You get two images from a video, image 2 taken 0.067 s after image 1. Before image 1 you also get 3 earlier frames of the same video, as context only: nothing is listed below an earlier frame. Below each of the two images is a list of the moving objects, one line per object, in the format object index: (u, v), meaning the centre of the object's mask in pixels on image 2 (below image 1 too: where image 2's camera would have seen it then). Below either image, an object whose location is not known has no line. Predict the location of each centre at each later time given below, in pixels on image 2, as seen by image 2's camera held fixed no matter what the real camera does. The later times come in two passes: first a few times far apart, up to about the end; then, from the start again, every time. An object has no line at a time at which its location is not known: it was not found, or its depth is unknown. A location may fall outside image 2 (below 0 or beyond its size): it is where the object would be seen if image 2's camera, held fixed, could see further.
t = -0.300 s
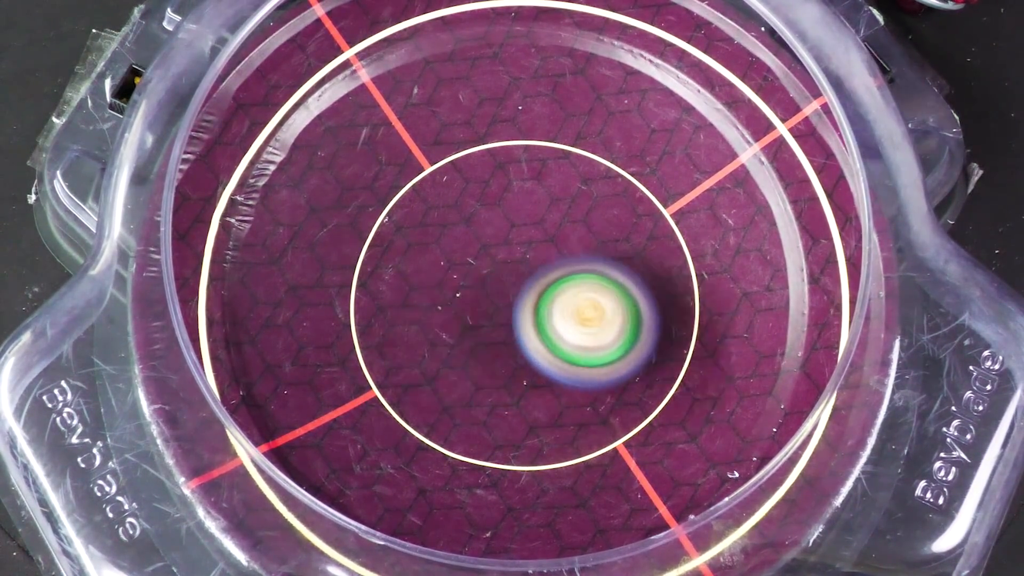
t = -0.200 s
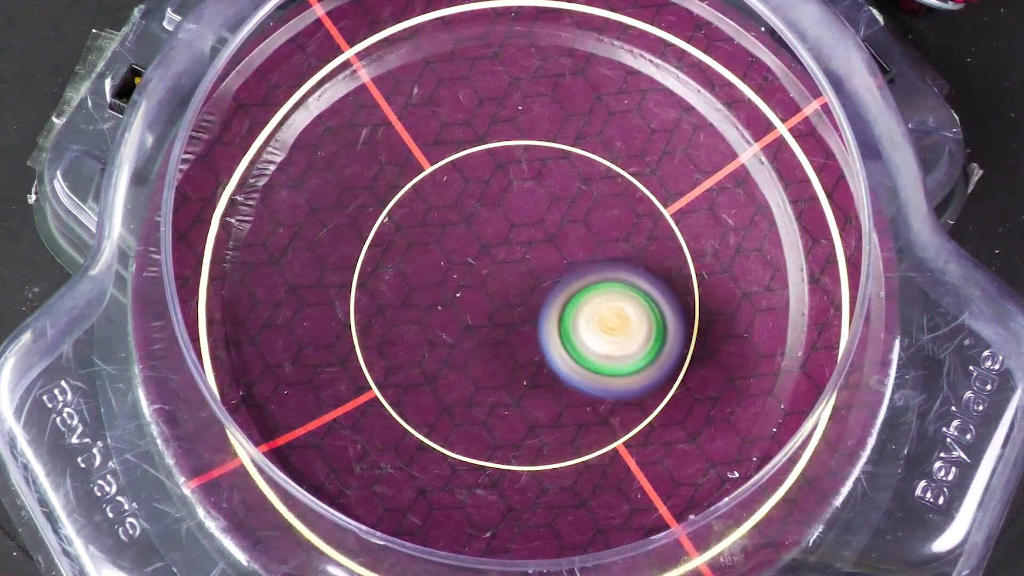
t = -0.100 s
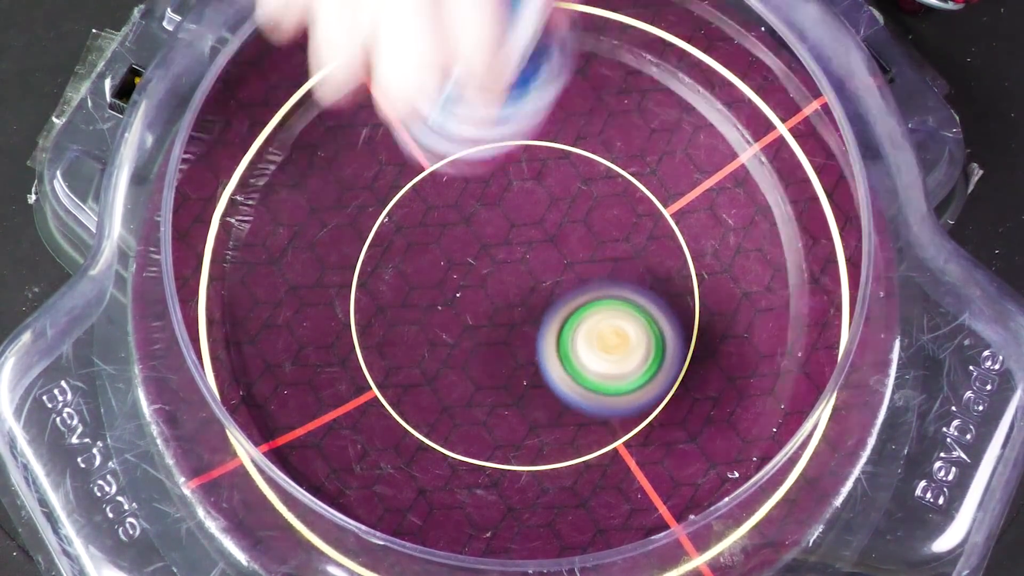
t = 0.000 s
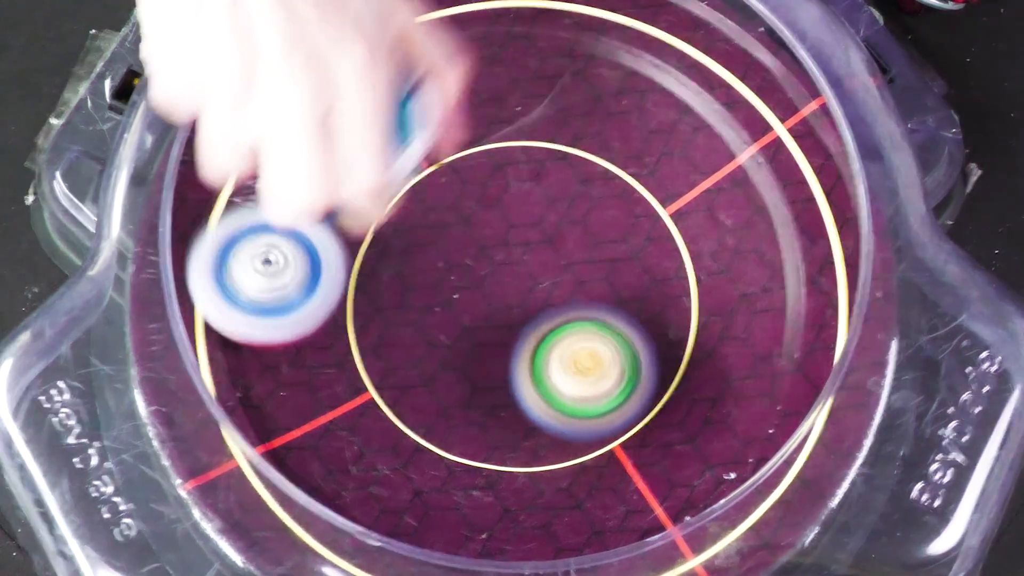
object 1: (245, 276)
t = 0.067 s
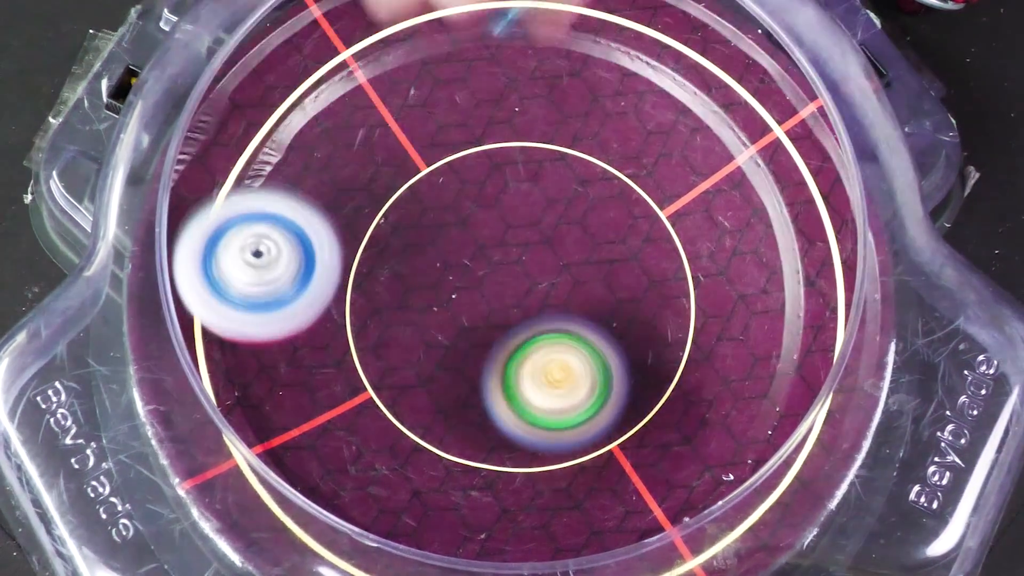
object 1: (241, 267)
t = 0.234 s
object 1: (296, 285)
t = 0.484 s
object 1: (437, 72)
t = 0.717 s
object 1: (724, 228)
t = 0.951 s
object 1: (509, 391)
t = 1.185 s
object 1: (301, 154)
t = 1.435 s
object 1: (619, 50)
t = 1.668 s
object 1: (773, 354)
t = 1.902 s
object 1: (361, 452)
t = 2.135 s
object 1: (250, 114)
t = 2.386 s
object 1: (603, 35)
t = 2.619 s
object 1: (720, 358)
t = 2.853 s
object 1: (376, 484)
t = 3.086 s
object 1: (243, 181)
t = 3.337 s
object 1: (587, 72)
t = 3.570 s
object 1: (714, 388)
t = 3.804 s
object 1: (398, 491)
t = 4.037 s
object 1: (296, 191)
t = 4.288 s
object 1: (614, 96)
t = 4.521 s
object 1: (729, 386)
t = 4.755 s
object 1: (427, 479)
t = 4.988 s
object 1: (332, 200)
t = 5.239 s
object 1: (604, 90)
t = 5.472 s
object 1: (695, 355)
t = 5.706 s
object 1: (408, 425)
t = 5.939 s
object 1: (340, 175)
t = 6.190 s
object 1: (591, 106)
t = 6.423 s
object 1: (709, 350)
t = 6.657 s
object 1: (488, 483)
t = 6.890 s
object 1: (328, 306)
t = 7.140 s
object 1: (459, 122)
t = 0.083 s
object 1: (240, 271)
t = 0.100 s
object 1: (241, 276)
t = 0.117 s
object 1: (243, 285)
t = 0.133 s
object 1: (246, 296)
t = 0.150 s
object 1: (249, 309)
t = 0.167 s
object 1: (256, 324)
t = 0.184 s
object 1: (264, 317)
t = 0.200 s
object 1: (273, 304)
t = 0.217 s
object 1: (284, 293)
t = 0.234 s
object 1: (296, 285)
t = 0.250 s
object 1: (308, 281)
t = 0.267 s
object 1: (322, 275)
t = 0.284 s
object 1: (341, 264)
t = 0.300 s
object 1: (363, 251)
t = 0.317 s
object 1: (364, 230)
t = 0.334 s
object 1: (362, 209)
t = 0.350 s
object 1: (360, 189)
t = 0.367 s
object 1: (362, 167)
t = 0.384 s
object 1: (365, 146)
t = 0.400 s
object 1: (372, 129)
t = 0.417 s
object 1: (380, 112)
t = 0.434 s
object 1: (391, 100)
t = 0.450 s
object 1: (405, 88)
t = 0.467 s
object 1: (419, 78)
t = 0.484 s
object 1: (437, 72)
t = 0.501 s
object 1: (455, 68)
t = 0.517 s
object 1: (475, 64)
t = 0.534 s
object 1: (498, 66)
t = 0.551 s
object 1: (519, 67)
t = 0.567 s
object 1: (546, 73)
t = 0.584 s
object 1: (569, 80)
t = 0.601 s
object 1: (595, 92)
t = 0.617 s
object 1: (622, 106)
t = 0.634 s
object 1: (646, 126)
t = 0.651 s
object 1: (670, 148)
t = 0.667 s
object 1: (690, 169)
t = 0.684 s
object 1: (708, 193)
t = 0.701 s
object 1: (722, 216)
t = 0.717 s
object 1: (724, 228)
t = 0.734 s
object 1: (722, 239)
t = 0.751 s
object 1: (720, 251)
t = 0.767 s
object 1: (715, 265)
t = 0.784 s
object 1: (708, 281)
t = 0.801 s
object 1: (699, 301)
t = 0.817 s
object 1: (688, 319)
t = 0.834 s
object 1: (676, 334)
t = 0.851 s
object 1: (660, 355)
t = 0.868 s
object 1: (642, 373)
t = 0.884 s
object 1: (621, 392)
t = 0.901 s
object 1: (597, 401)
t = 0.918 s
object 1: (570, 401)
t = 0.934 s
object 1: (540, 399)
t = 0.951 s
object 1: (509, 391)
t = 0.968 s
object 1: (482, 385)
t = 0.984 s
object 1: (455, 377)
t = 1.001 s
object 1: (428, 364)
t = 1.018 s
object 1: (405, 350)
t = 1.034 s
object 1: (381, 331)
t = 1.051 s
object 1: (365, 311)
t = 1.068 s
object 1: (342, 291)
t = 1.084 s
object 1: (329, 277)
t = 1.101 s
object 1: (318, 255)
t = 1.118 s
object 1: (311, 233)
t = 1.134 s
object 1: (306, 211)
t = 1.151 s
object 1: (300, 195)
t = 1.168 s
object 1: (300, 173)
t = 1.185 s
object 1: (301, 154)
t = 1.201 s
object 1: (307, 131)
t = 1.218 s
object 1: (316, 112)
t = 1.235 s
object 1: (327, 94)
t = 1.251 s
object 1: (340, 78)
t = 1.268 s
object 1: (357, 63)
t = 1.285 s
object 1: (376, 51)
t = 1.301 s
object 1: (398, 43)
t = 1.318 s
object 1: (419, 40)
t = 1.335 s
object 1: (444, 37)
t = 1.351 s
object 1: (470, 36)
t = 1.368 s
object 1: (497, 38)
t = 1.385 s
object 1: (523, 40)
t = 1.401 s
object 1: (550, 42)
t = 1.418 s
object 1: (581, 44)
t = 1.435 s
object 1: (619, 50)
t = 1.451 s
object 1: (647, 53)
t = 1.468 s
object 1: (678, 62)
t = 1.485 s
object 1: (711, 73)
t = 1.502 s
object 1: (736, 88)
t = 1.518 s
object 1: (759, 109)
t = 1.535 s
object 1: (773, 134)
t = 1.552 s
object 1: (784, 158)
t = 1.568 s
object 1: (791, 189)
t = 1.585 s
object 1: (798, 215)
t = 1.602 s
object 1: (799, 245)
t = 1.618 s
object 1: (797, 275)
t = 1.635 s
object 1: (793, 299)
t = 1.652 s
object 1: (784, 329)
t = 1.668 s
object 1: (773, 354)
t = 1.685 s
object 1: (756, 381)
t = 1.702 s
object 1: (746, 399)
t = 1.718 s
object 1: (725, 422)
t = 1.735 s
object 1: (702, 438)
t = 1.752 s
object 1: (657, 460)
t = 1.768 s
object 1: (627, 473)
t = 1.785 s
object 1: (595, 481)
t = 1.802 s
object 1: (561, 487)
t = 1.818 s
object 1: (527, 493)
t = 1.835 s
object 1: (492, 494)
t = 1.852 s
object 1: (460, 489)
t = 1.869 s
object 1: (426, 481)
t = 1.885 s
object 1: (393, 469)
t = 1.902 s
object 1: (361, 452)
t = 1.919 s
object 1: (334, 436)
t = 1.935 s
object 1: (312, 415)
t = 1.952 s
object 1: (285, 397)
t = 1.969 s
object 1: (269, 375)
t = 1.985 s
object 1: (252, 351)
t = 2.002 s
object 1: (237, 323)
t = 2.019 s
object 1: (226, 296)
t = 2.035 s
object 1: (219, 269)
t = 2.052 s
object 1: (217, 246)
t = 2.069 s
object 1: (215, 216)
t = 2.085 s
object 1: (221, 187)
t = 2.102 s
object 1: (229, 163)
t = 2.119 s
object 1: (241, 138)
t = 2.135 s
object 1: (250, 114)
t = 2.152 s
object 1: (263, 93)
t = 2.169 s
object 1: (280, 71)
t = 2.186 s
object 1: (296, 50)
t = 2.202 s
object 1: (314, 39)
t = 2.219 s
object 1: (335, 32)
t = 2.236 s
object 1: (362, 28)
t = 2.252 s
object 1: (391, 25)
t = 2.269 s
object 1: (416, 22)
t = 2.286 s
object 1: (443, 20)
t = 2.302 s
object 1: (470, 19)
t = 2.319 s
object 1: (498, 19)
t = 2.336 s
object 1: (529, 25)
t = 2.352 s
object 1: (557, 27)
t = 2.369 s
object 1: (572, 28)
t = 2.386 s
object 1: (603, 35)
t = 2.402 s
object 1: (623, 41)
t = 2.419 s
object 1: (642, 47)
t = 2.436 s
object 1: (660, 57)
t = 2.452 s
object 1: (680, 72)
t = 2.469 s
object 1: (696, 94)
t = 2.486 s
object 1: (710, 123)
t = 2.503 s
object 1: (721, 152)
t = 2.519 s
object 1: (731, 179)
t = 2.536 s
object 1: (736, 207)
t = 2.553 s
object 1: (742, 238)
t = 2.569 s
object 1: (741, 267)
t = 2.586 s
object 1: (739, 295)
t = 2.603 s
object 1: (731, 331)
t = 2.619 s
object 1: (720, 358)
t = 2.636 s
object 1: (707, 387)
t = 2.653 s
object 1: (692, 409)
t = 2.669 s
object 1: (675, 431)
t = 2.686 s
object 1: (654, 449)
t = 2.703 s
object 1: (633, 467)
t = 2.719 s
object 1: (608, 482)
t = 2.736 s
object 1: (581, 494)
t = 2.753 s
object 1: (552, 502)
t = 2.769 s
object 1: (523, 508)
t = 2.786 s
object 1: (493, 510)
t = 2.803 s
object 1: (463, 508)
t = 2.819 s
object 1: (433, 503)
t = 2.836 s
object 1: (404, 496)
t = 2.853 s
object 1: (376, 484)
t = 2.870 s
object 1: (351, 473)
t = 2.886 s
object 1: (327, 460)
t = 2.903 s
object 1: (306, 442)
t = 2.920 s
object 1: (287, 424)
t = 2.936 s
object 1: (270, 403)
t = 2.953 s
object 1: (255, 381)
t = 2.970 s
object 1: (242, 358)
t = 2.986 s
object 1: (232, 336)
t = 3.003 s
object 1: (223, 306)
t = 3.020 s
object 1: (220, 284)
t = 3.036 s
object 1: (219, 257)
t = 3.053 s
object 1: (222, 230)
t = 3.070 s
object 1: (230, 204)
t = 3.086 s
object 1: (243, 181)
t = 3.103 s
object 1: (258, 157)
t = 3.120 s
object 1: (274, 136)
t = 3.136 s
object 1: (295, 116)
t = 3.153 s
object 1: (314, 98)
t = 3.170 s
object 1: (336, 83)
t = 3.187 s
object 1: (359, 70)
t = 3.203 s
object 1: (384, 59)
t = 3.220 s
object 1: (411, 54)
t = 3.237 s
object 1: (436, 50)
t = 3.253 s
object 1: (461, 49)
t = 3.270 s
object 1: (488, 50)
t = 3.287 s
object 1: (514, 53)
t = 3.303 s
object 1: (538, 56)
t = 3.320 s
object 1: (563, 62)
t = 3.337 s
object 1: (587, 72)
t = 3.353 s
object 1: (610, 82)
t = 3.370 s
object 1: (631, 95)
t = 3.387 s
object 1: (652, 111)
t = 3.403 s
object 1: (671, 132)
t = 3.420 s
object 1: (687, 154)
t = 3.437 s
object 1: (702, 178)
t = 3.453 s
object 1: (714, 200)
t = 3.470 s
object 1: (724, 227)
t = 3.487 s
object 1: (732, 256)
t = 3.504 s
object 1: (734, 282)
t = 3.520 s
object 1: (735, 309)
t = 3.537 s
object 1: (731, 339)
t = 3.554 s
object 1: (725, 364)
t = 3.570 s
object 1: (714, 388)
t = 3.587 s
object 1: (702, 410)
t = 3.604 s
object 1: (689, 434)
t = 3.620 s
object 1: (671, 451)
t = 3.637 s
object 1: (652, 468)
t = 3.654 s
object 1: (632, 477)
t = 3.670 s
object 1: (607, 493)
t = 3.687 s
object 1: (583, 503)
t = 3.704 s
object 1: (558, 510)
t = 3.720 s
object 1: (531, 514)
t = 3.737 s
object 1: (505, 514)
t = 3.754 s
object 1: (478, 513)
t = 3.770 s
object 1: (451, 508)
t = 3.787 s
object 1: (424, 500)
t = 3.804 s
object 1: (398, 491)
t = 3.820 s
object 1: (373, 477)
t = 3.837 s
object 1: (351, 461)
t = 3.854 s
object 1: (330, 444)
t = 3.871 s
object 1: (314, 427)
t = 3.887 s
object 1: (295, 407)
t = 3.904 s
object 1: (282, 381)
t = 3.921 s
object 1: (273, 358)
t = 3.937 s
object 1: (268, 334)
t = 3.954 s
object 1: (264, 309)
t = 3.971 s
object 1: (265, 284)
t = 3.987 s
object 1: (268, 261)
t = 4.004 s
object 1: (274, 238)
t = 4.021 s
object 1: (284, 212)
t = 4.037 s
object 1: (296, 191)
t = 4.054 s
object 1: (308, 173)
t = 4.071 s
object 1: (323, 154)
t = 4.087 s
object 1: (339, 137)
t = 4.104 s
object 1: (357, 123)
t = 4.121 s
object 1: (378, 109)
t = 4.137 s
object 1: (401, 98)
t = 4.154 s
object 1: (423, 89)
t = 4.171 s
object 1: (446, 81)
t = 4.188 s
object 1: (470, 76)
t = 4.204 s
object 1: (493, 76)
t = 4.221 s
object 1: (517, 75)
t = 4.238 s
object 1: (541, 75)
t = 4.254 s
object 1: (565, 80)
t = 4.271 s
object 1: (587, 87)
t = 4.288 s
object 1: (614, 96)
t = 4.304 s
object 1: (633, 108)
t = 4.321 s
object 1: (654, 121)
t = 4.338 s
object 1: (673, 138)
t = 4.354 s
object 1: (691, 157)
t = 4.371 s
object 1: (707, 177)
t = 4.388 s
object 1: (720, 198)
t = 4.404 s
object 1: (731, 220)
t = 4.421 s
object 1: (741, 247)
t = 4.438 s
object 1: (745, 270)
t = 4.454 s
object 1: (747, 293)
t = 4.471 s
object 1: (749, 319)
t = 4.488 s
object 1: (745, 343)
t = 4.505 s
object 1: (739, 365)
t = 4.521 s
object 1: (729, 386)
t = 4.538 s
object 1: (717, 404)
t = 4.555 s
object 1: (703, 423)
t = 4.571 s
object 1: (688, 439)
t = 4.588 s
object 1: (668, 456)
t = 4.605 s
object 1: (647, 470)
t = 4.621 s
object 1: (625, 480)
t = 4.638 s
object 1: (601, 490)
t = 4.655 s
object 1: (577, 498)
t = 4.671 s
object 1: (551, 501)
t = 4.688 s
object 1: (526, 504)
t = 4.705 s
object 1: (500, 502)
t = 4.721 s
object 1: (476, 499)
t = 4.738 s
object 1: (450, 490)
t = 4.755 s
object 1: (427, 479)
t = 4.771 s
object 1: (407, 467)
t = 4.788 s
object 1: (388, 451)
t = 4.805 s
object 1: (370, 433)
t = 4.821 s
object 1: (354, 412)
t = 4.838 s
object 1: (341, 392)
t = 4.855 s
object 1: (330, 371)
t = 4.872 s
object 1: (325, 349)
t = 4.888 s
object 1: (319, 328)
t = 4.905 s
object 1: (317, 305)
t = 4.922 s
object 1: (318, 282)
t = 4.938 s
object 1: (315, 264)
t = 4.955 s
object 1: (319, 243)
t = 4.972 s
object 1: (325, 222)
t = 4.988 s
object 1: (332, 200)
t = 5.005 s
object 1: (343, 182)
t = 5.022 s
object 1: (355, 164)
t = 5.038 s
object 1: (369, 146)
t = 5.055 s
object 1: (384, 130)
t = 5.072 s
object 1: (402, 115)
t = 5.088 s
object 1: (422, 105)
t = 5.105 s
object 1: (440, 96)
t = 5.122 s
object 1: (458, 87)
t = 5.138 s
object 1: (479, 82)
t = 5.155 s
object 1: (500, 79)
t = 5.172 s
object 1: (522, 77)
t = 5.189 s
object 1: (544, 76)
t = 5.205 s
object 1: (564, 79)
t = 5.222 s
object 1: (585, 83)
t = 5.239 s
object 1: (604, 90)
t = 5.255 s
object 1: (628, 102)
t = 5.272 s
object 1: (645, 113)
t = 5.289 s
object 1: (664, 127)
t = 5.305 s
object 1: (679, 144)
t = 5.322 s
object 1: (693, 162)
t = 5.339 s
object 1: (704, 183)
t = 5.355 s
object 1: (717, 202)
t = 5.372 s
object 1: (719, 227)
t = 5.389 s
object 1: (723, 249)
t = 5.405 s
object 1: (722, 269)
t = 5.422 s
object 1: (721, 295)
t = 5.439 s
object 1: (715, 319)
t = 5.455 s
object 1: (707, 338)
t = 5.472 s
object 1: (695, 355)
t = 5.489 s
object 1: (682, 378)
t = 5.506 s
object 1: (666, 397)
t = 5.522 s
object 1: (649, 412)
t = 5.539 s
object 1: (630, 427)
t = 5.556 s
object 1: (608, 435)
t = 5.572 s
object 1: (586, 443)
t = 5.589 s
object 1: (562, 451)
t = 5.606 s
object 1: (538, 456)
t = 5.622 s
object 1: (515, 459)
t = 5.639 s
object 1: (492, 457)
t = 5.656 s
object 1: (470, 450)
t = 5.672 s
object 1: (448, 445)
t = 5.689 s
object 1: (427, 436)
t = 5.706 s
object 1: (408, 425)
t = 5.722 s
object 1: (392, 412)
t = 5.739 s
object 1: (374, 397)
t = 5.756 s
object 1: (360, 382)
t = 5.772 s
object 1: (344, 359)
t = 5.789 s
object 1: (336, 345)
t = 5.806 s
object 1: (330, 322)
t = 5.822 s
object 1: (324, 304)
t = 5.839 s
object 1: (319, 285)
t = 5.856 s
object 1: (314, 271)
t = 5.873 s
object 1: (314, 252)
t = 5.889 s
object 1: (322, 228)
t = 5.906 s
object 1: (322, 213)
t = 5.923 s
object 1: (331, 192)
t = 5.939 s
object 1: (340, 175)
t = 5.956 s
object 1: (345, 162)
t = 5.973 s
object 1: (357, 149)
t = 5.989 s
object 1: (370, 133)
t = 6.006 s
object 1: (385, 119)
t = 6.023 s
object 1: (401, 108)
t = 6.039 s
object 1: (418, 99)
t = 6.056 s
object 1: (437, 91)
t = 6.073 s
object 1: (453, 86)
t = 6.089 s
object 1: (474, 82)
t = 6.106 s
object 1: (495, 80)
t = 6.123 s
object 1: (514, 80)
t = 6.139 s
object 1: (533, 82)
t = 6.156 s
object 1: (553, 87)
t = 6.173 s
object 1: (573, 96)
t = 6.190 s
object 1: (591, 106)
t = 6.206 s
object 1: (607, 117)
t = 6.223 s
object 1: (621, 130)
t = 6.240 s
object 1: (633, 144)
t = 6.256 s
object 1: (645, 159)
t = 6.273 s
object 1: (657, 176)
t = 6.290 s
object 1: (660, 198)
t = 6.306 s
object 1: (666, 219)
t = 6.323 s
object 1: (678, 239)
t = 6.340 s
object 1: (690, 255)
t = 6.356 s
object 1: (701, 275)
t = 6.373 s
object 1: (708, 294)
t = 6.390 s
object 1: (711, 312)
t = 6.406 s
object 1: (711, 331)
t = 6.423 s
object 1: (709, 350)
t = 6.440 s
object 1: (702, 367)
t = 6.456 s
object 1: (694, 382)
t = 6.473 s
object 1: (683, 396)
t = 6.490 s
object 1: (673, 415)
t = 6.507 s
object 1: (659, 427)
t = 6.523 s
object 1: (643, 443)
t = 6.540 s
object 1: (627, 454)
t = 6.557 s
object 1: (609, 461)
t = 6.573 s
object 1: (588, 472)
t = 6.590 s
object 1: (569, 477)
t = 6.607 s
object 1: (550, 483)
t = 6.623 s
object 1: (529, 487)
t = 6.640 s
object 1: (508, 485)
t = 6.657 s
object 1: (488, 483)
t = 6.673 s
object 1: (467, 480)
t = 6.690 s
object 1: (451, 474)
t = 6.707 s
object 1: (434, 466)
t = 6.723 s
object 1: (416, 456)
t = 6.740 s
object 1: (400, 445)
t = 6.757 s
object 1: (385, 429)
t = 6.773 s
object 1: (373, 417)
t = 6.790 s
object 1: (362, 401)
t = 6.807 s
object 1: (352, 386)
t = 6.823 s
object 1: (344, 370)
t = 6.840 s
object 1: (336, 352)
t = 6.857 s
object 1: (335, 334)
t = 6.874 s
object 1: (329, 321)
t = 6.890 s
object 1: (328, 306)
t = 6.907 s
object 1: (328, 286)
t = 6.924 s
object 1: (330, 269)
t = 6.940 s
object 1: (334, 251)
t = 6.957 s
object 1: (338, 239)
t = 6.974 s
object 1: (344, 223)
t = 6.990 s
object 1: (352, 207)
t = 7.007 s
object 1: (361, 194)
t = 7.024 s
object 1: (371, 180)
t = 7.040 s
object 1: (382, 170)
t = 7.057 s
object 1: (392, 160)
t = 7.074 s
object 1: (404, 151)
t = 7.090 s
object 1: (417, 140)
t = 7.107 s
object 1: (431, 133)
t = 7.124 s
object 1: (446, 127)
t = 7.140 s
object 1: (459, 122)
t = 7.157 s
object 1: (474, 121)
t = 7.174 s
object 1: (489, 119)
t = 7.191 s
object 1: (504, 117)
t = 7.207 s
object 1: (520, 118)
